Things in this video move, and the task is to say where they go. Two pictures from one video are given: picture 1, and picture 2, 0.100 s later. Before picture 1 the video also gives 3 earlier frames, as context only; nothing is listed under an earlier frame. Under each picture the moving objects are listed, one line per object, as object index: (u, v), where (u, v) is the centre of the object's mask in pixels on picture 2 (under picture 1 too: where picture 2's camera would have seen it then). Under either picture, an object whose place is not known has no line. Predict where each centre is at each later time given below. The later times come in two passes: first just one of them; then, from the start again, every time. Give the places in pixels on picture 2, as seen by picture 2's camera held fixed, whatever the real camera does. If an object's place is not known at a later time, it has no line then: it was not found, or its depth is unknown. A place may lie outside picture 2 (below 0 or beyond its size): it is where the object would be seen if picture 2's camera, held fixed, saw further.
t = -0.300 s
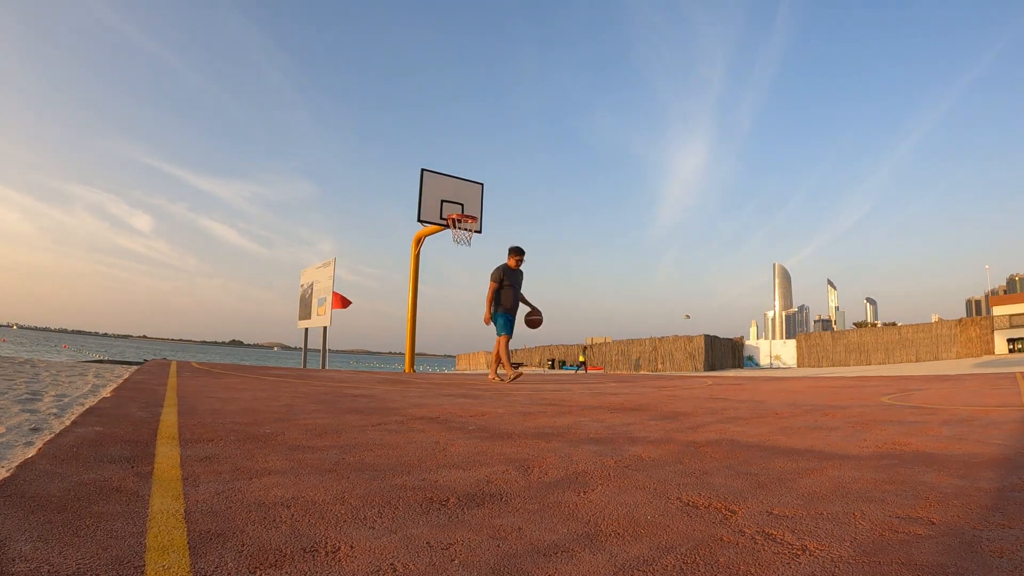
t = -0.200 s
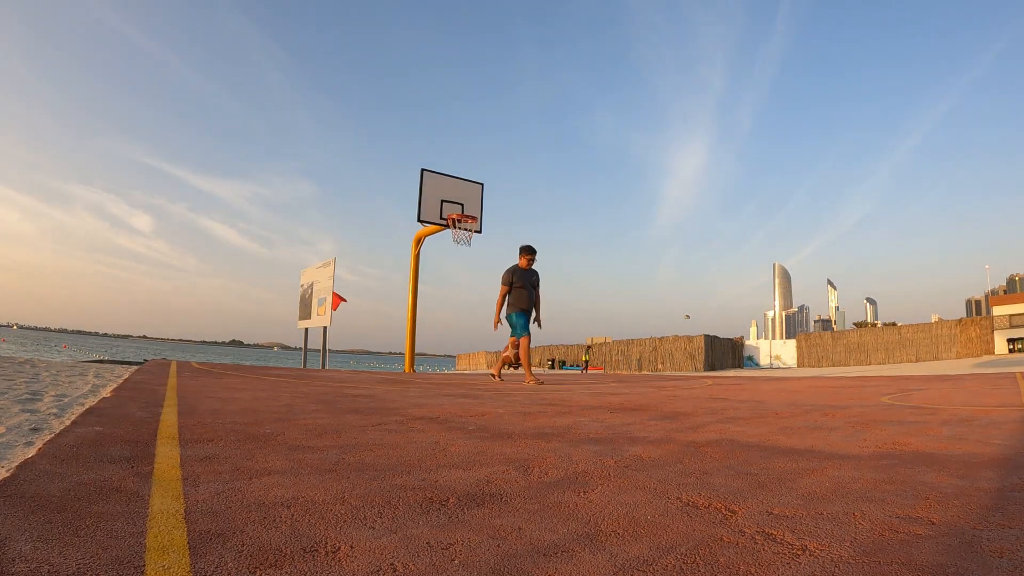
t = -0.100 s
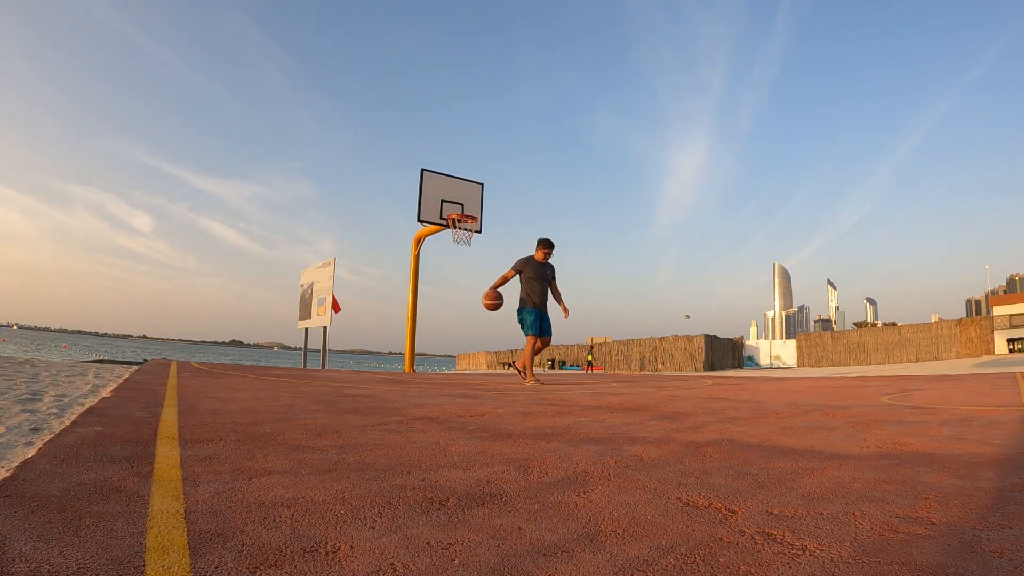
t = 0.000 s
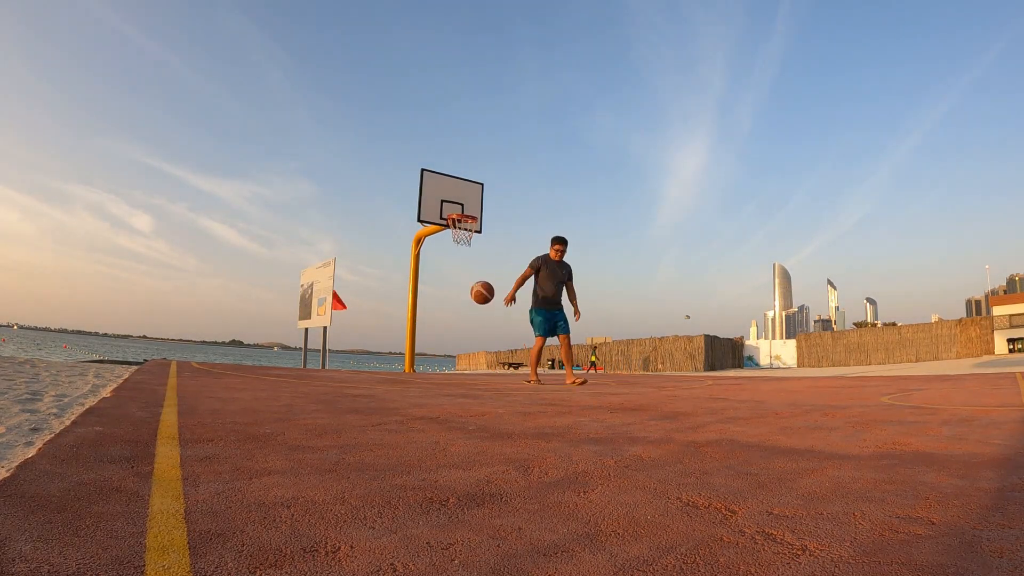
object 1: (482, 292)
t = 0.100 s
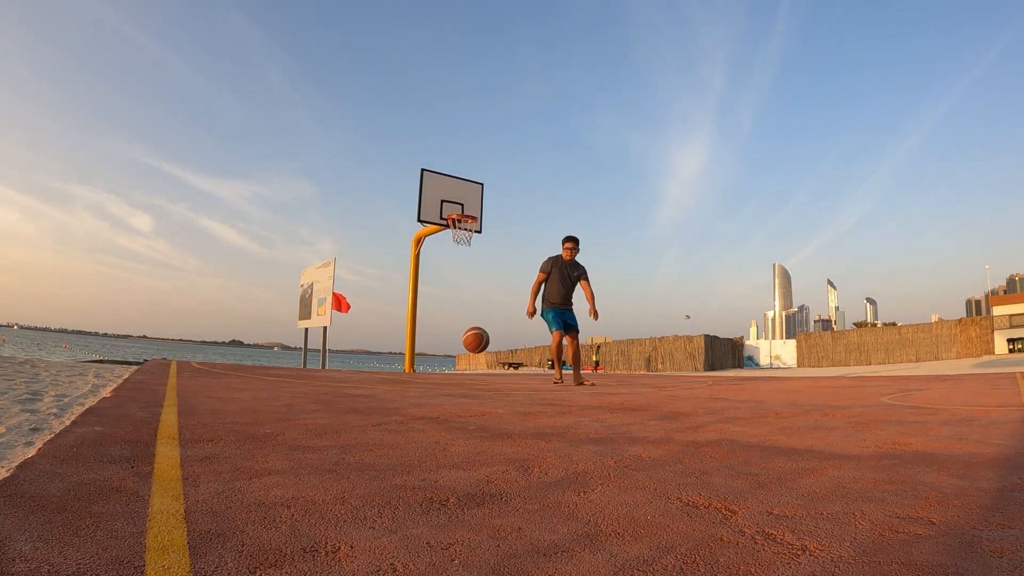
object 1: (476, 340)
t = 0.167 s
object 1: (471, 361)
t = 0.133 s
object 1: (473, 369)
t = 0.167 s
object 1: (471, 361)
